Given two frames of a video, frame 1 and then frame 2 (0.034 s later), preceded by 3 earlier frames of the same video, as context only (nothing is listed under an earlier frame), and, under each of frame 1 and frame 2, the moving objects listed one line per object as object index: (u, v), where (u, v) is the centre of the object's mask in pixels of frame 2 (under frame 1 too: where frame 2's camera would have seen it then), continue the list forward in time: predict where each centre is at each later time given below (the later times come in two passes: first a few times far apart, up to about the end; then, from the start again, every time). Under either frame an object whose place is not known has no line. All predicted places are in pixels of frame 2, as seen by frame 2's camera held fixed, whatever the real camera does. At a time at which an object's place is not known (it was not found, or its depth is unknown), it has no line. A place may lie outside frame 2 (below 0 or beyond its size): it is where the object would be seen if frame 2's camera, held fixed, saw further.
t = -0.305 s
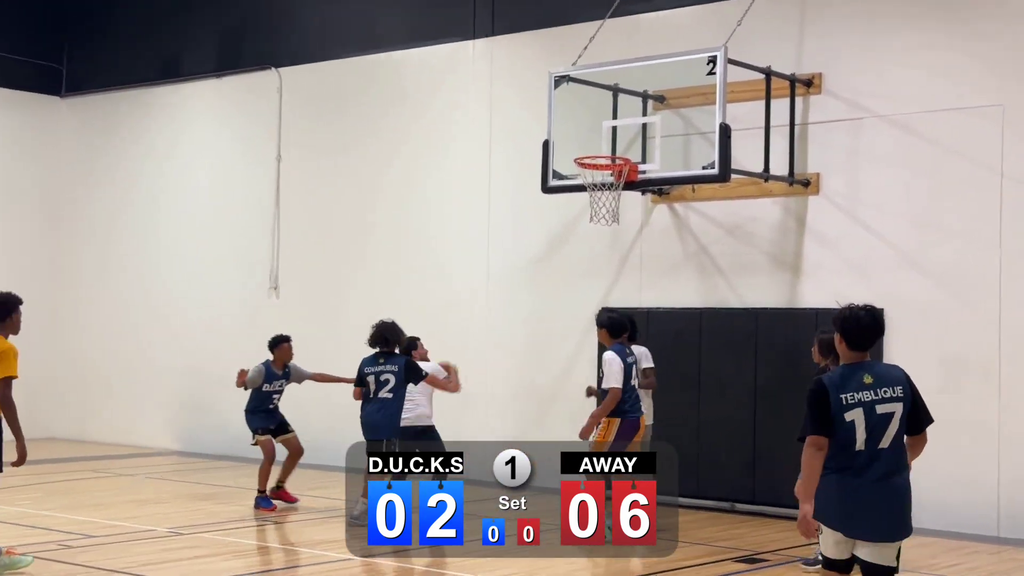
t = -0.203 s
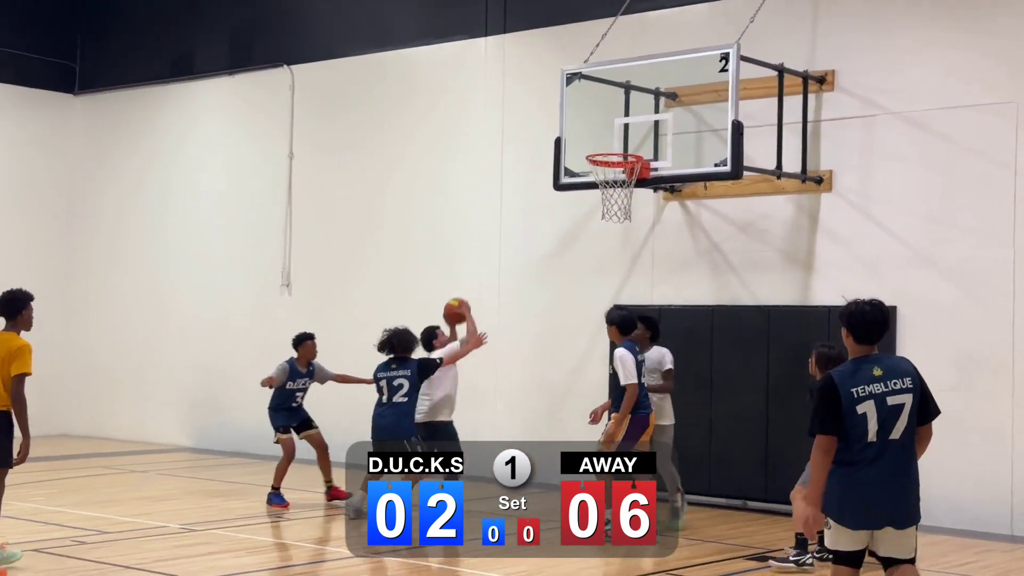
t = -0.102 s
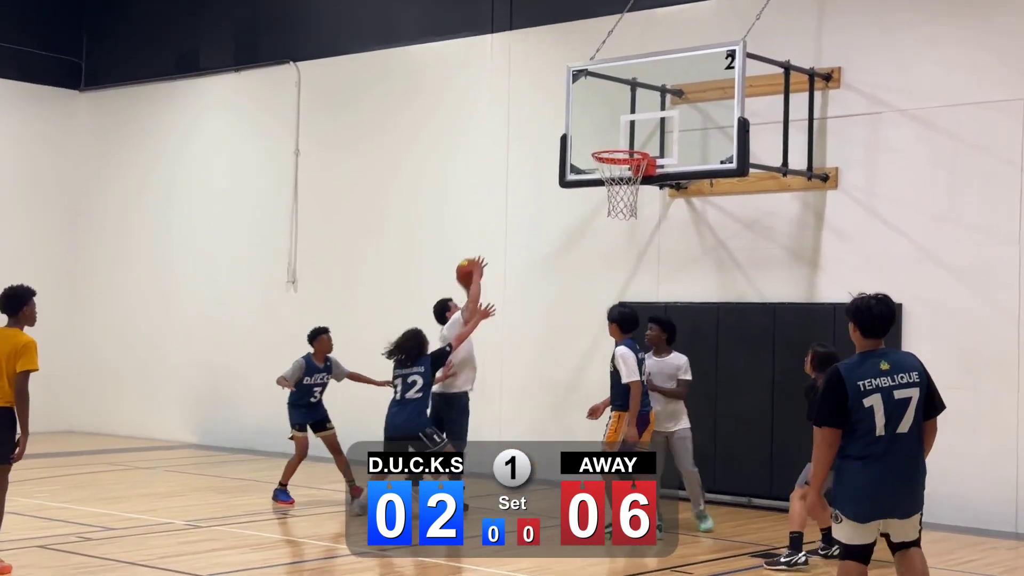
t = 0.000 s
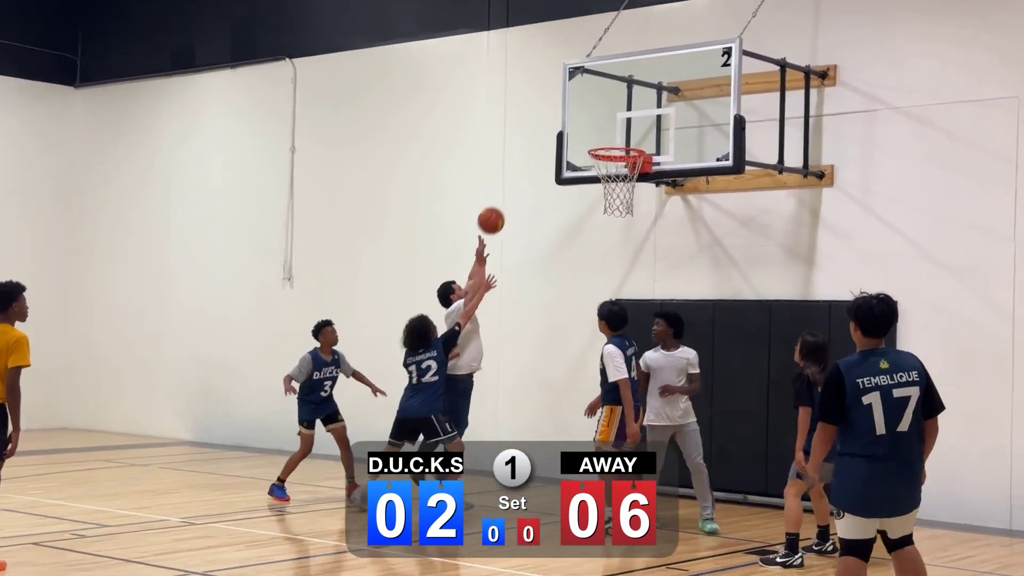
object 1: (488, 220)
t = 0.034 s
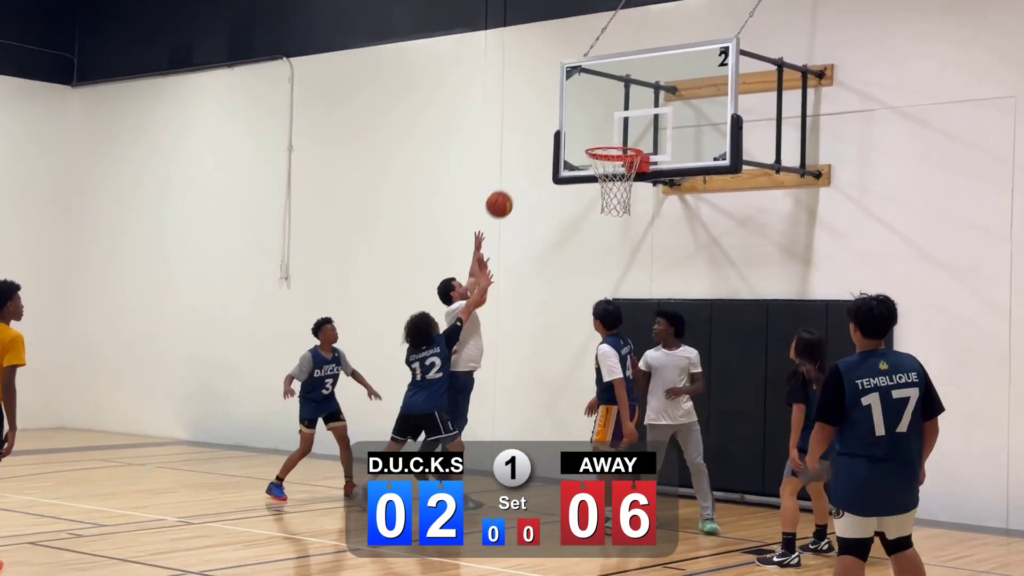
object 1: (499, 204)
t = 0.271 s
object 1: (576, 130)
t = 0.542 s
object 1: (621, 120)
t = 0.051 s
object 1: (504, 197)
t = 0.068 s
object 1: (510, 190)
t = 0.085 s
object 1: (516, 183)
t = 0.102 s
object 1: (521, 177)
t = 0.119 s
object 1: (526, 171)
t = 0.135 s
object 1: (532, 165)
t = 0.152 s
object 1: (537, 160)
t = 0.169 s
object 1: (542, 155)
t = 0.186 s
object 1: (548, 150)
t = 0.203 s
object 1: (554, 145)
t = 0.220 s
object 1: (559, 141)
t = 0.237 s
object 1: (564, 137)
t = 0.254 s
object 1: (570, 134)
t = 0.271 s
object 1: (576, 130)
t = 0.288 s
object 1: (580, 127)
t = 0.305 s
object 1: (586, 125)
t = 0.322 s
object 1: (592, 122)
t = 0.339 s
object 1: (597, 120)
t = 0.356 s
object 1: (603, 119)
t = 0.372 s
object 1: (608, 117)
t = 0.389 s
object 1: (612, 116)
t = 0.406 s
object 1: (613, 115)
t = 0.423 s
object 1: (615, 115)
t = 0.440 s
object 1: (615, 115)
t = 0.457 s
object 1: (616, 115)
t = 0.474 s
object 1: (617, 115)
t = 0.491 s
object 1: (618, 116)
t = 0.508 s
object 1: (619, 117)
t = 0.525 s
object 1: (620, 118)
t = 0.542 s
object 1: (621, 120)
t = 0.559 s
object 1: (622, 122)
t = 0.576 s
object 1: (623, 125)
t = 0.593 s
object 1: (624, 127)
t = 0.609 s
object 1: (625, 130)
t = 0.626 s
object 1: (626, 133)
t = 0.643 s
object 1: (627, 136)
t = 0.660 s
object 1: (628, 138)
